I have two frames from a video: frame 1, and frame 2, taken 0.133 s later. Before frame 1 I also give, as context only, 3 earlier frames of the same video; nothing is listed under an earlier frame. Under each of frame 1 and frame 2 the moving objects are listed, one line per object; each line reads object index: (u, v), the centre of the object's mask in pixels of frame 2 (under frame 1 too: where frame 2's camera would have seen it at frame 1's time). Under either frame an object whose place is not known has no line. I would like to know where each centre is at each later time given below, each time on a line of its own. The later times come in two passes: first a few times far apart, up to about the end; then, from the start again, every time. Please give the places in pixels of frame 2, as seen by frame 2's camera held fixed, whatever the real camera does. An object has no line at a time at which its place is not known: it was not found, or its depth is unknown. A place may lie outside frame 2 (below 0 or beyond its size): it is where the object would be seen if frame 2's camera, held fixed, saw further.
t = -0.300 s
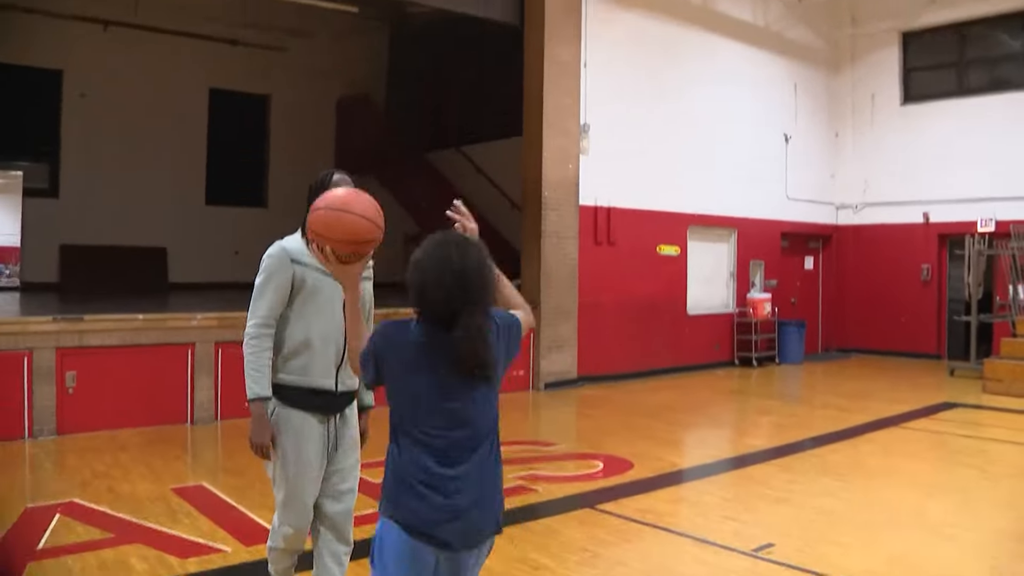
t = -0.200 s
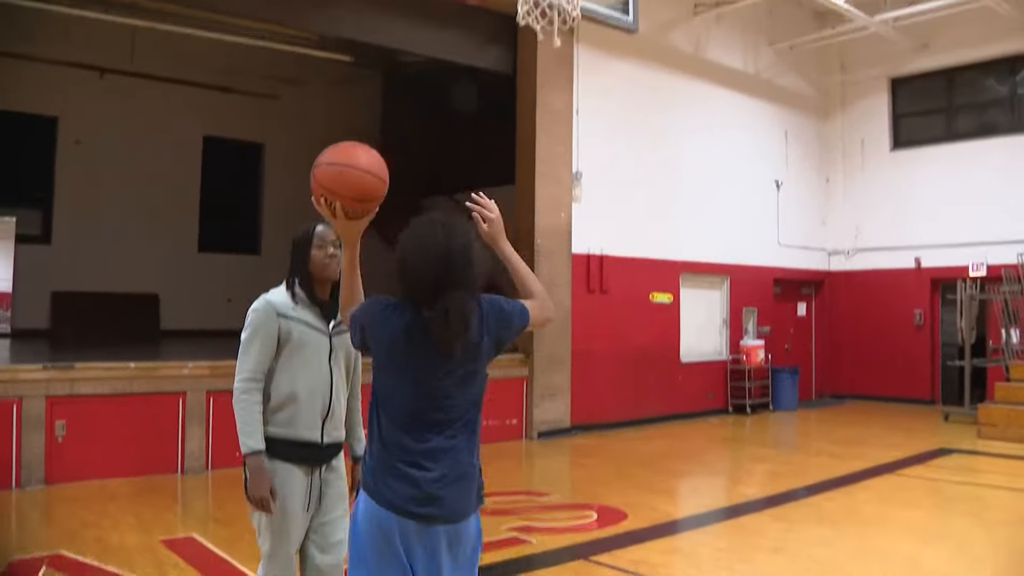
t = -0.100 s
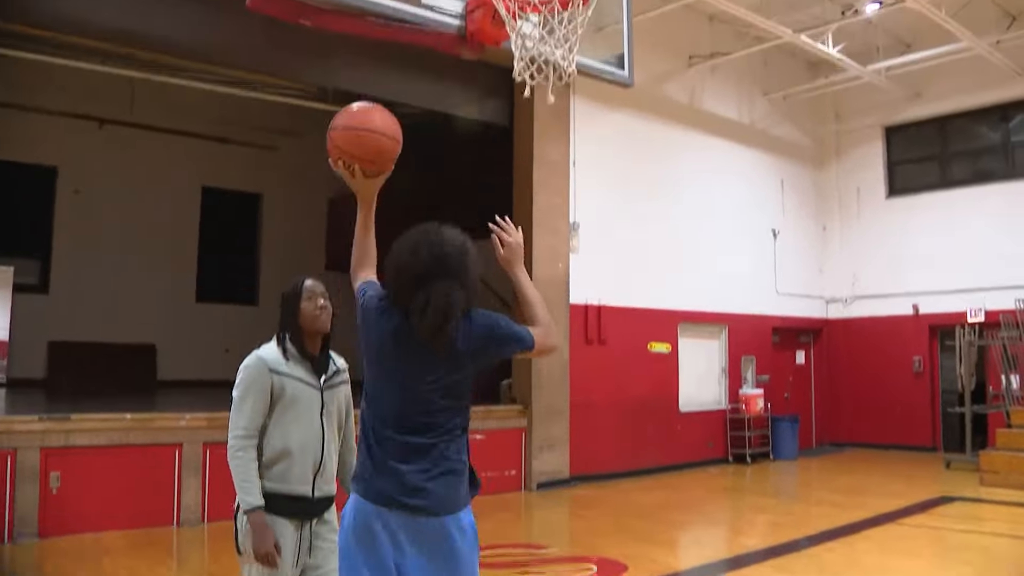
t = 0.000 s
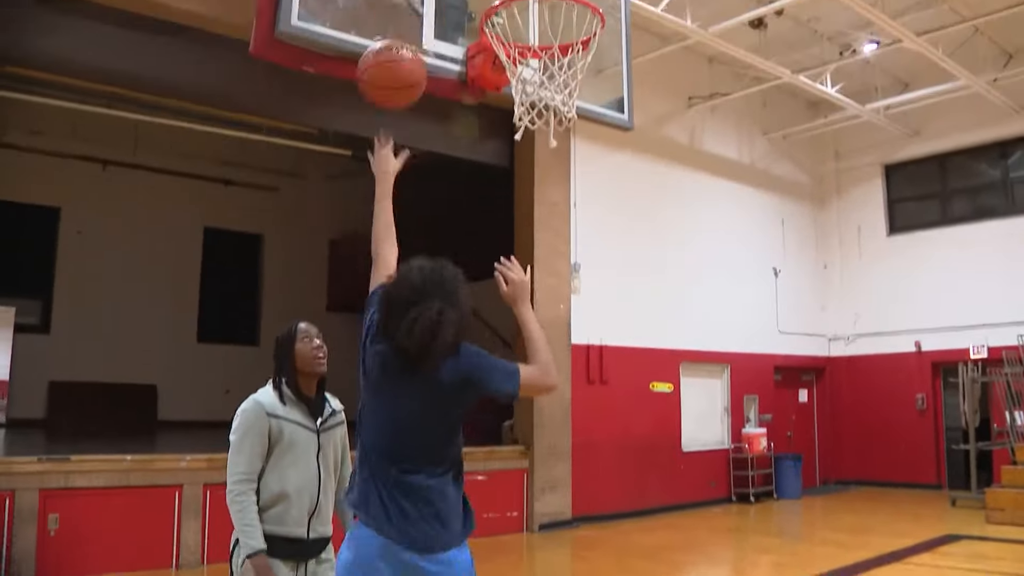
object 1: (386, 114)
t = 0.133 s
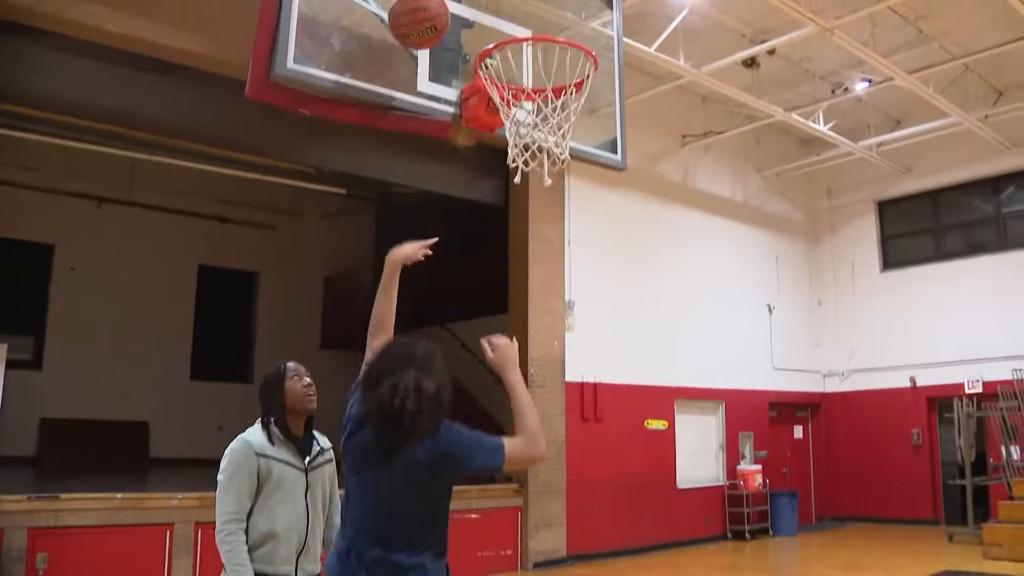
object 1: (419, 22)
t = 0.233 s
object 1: (438, -6)
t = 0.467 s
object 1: (501, -4)
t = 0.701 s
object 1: (564, 125)
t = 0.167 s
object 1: (426, 11)
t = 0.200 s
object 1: (432, 1)
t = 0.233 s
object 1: (438, -6)
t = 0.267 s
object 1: (446, -12)
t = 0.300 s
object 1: (455, -16)
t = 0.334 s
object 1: (465, -18)
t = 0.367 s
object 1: (474, -19)
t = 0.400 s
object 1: (483, -17)
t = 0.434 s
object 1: (492, -13)
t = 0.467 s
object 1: (501, -4)
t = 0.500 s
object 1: (510, 7)
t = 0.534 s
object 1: (520, 19)
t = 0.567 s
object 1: (530, 36)
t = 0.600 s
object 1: (539, 60)
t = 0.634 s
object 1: (549, 78)
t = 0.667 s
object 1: (559, 105)
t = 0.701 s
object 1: (564, 125)
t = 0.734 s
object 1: (563, 148)
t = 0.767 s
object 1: (562, 153)
